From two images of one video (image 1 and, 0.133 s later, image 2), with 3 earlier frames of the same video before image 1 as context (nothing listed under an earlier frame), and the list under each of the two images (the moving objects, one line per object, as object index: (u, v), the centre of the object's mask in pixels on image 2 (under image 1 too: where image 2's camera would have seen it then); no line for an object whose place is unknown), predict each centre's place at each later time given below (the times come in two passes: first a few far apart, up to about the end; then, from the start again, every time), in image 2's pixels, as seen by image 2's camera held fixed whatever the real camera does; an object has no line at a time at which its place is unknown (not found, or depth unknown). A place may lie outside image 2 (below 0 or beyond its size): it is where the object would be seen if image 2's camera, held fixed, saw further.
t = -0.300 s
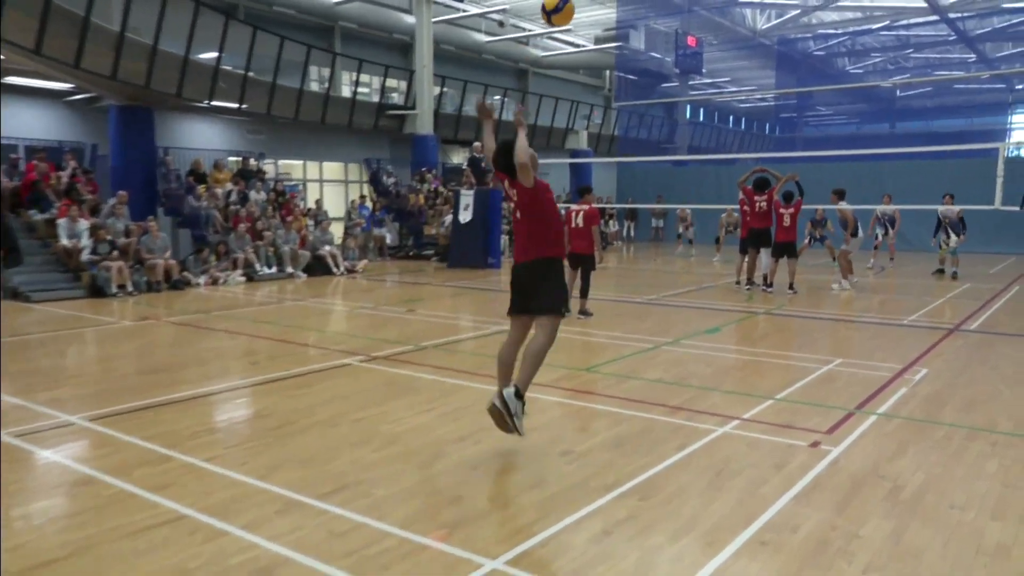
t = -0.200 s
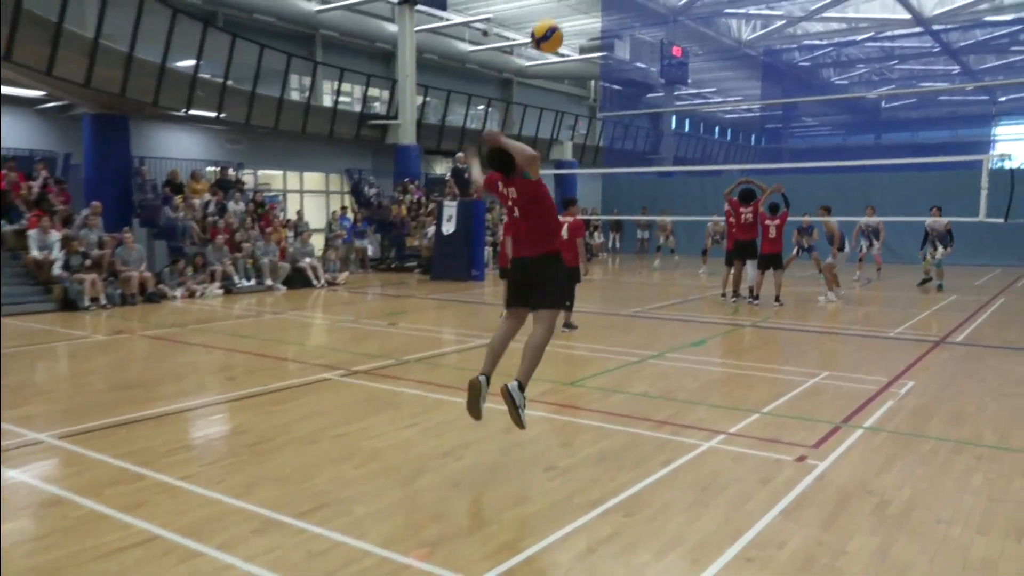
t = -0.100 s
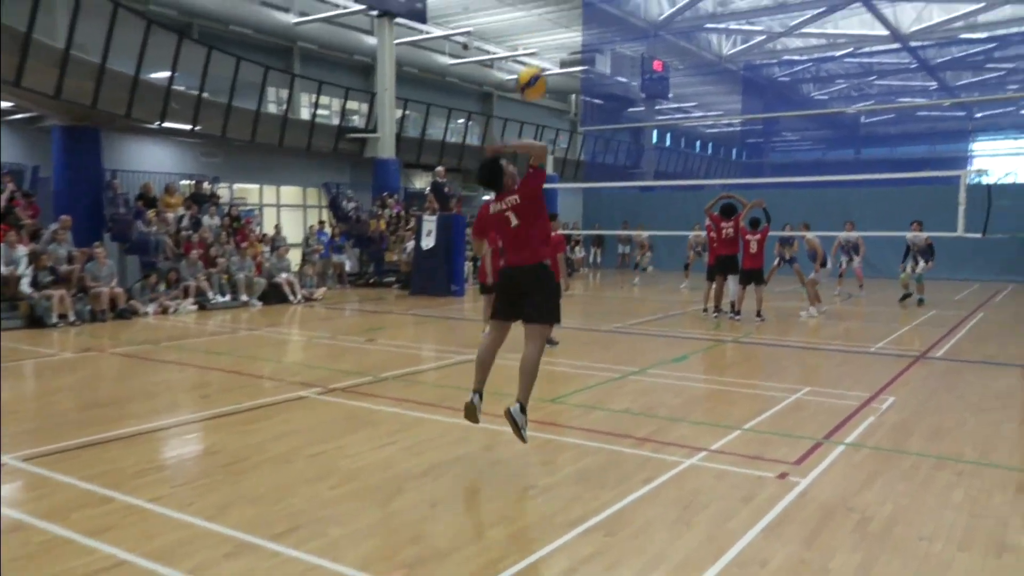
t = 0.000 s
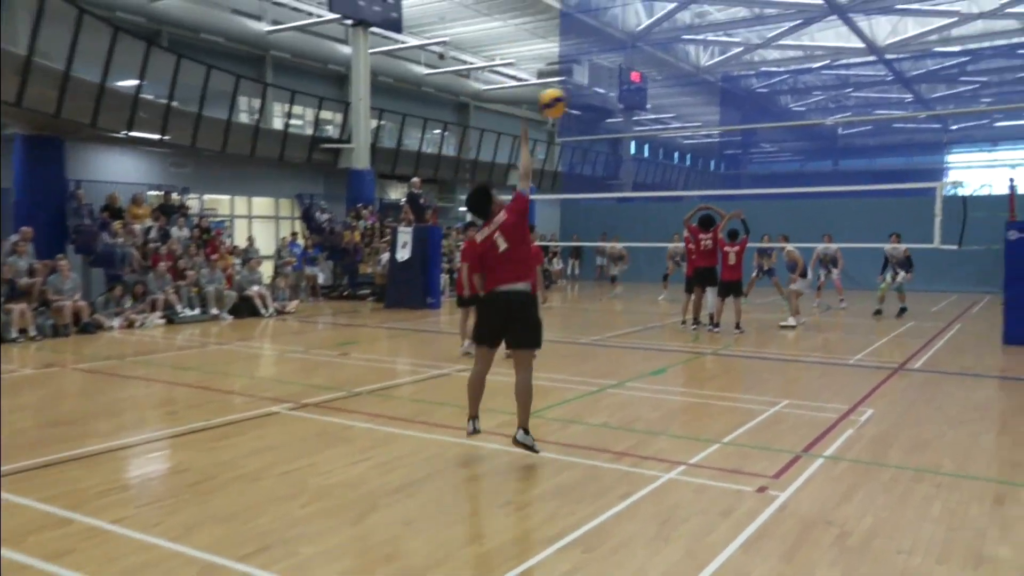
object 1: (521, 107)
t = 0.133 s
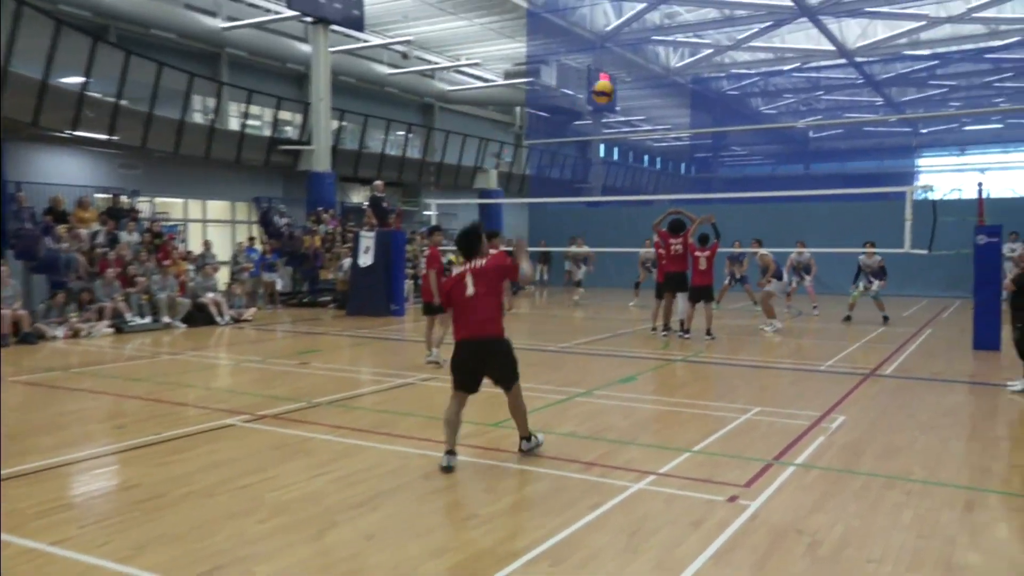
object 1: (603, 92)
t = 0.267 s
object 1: (655, 99)
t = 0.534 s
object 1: (708, 139)
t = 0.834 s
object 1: (746, 199)
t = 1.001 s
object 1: (764, 242)
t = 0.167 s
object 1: (618, 91)
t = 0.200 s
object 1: (632, 93)
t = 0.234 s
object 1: (645, 95)
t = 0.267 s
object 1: (655, 99)
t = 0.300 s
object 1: (665, 103)
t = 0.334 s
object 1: (673, 108)
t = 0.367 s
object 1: (680, 113)
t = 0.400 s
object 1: (687, 118)
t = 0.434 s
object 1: (693, 123)
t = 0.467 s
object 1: (698, 127)
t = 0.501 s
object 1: (704, 133)
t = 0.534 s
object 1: (708, 139)
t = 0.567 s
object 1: (713, 144)
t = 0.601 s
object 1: (717, 150)
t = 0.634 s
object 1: (721, 156)
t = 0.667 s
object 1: (725, 163)
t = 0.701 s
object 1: (729, 170)
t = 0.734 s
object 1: (734, 177)
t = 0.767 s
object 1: (738, 183)
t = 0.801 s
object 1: (741, 193)
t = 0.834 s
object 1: (746, 199)
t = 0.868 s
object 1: (750, 207)
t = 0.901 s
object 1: (754, 216)
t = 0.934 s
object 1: (758, 225)
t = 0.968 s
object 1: (762, 234)
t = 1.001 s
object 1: (764, 242)
